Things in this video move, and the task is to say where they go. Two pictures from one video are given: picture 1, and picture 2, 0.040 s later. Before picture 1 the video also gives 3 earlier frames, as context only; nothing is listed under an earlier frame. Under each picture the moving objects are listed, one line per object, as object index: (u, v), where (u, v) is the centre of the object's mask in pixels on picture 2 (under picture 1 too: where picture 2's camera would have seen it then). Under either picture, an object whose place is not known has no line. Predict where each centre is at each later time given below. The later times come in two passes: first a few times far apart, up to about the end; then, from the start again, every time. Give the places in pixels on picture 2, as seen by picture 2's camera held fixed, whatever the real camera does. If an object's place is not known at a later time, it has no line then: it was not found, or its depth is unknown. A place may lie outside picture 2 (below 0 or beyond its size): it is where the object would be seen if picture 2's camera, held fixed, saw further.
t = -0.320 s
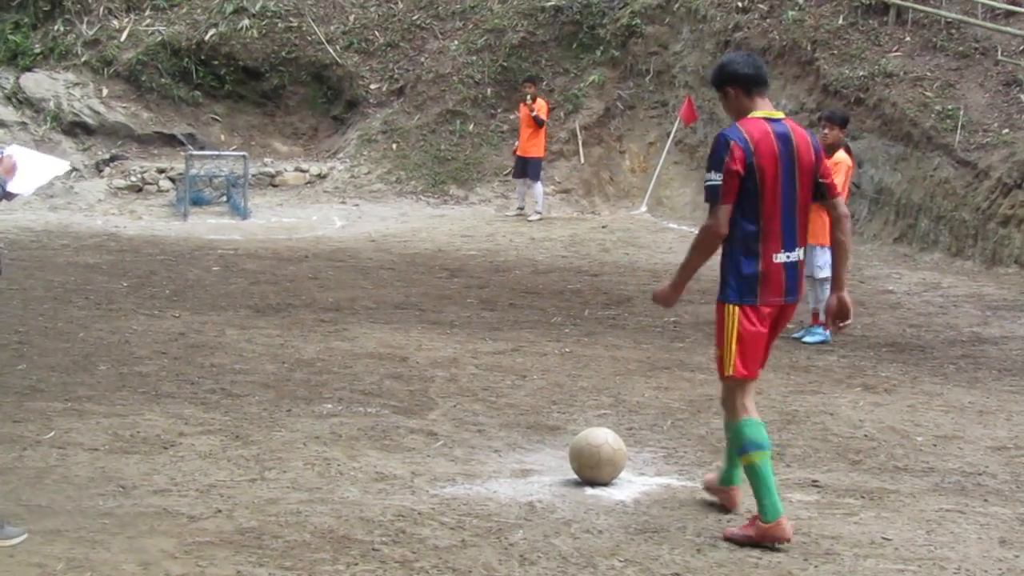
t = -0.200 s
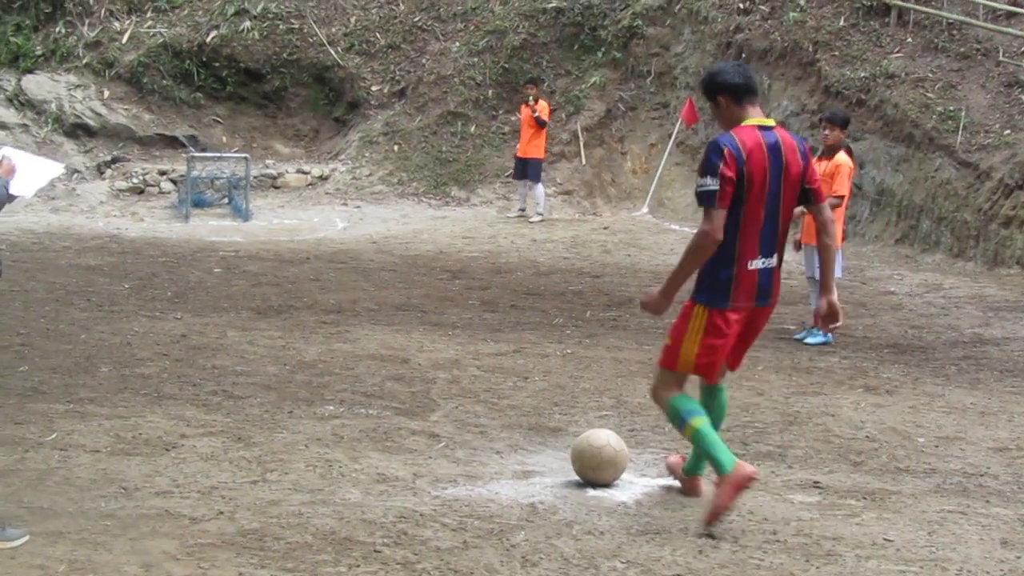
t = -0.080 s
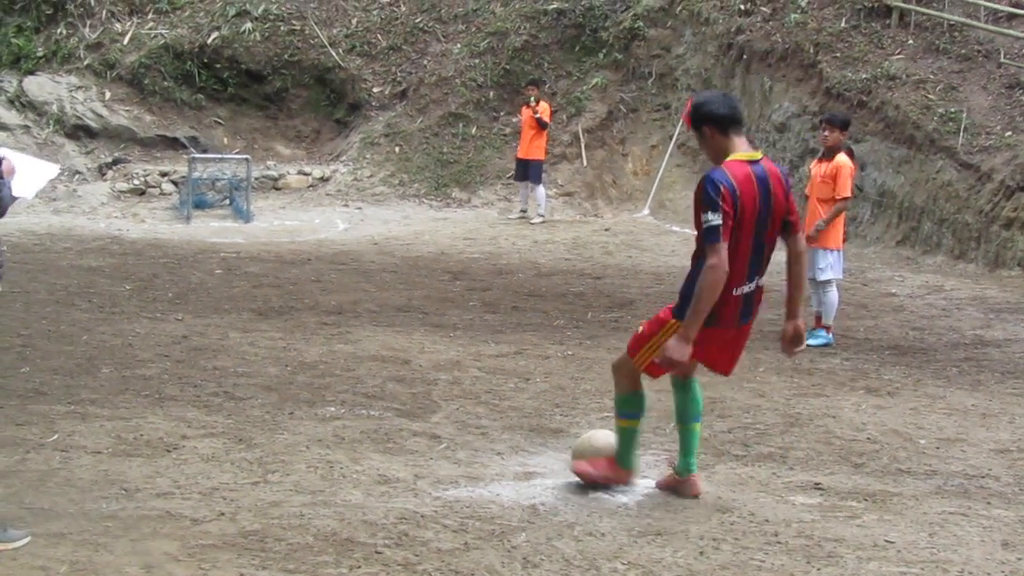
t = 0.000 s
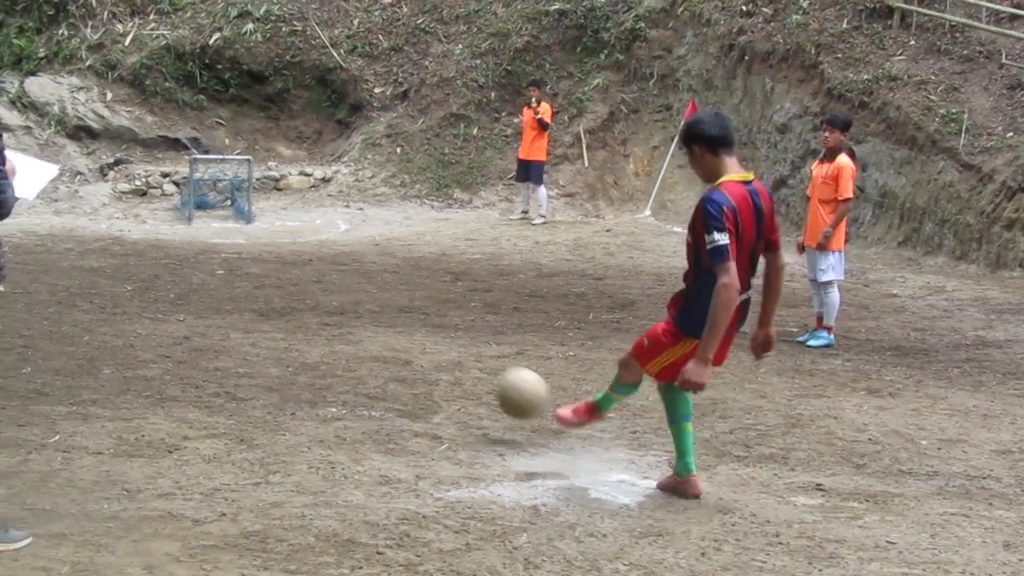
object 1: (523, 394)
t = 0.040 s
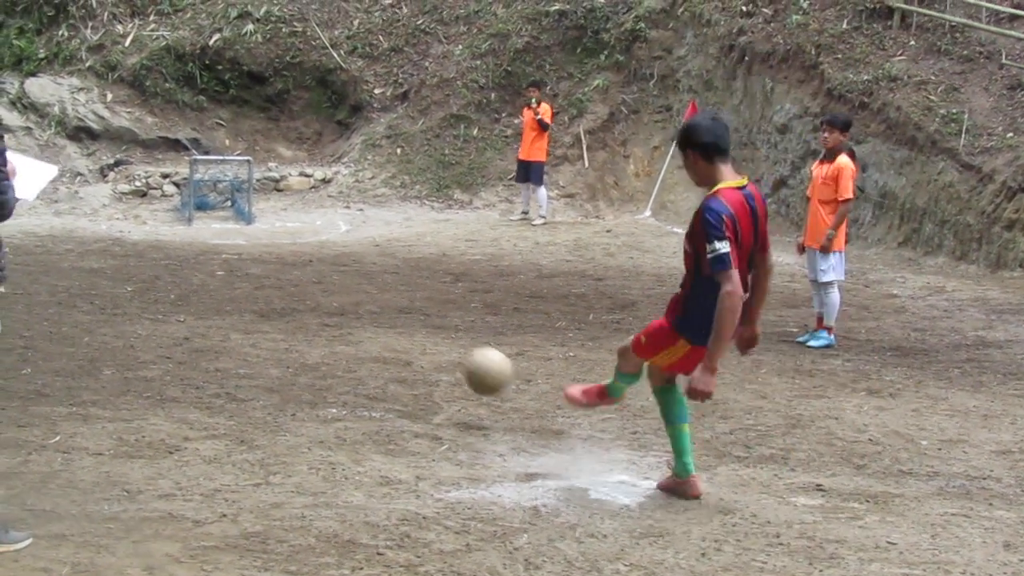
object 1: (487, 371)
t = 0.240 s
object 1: (368, 330)
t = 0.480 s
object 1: (301, 296)
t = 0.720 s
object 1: (270, 267)
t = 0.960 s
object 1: (250, 252)
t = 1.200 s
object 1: (235, 241)
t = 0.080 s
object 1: (457, 355)
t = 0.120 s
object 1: (431, 343)
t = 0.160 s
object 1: (408, 336)
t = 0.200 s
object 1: (387, 331)
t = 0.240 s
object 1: (368, 330)
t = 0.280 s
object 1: (351, 330)
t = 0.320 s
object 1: (339, 322)
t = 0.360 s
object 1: (327, 317)
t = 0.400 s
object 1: (318, 307)
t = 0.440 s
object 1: (309, 300)
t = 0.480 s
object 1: (301, 296)
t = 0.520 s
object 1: (294, 292)
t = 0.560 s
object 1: (287, 286)
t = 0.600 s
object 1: (282, 284)
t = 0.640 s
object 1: (278, 276)
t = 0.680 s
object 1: (273, 270)
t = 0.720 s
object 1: (270, 267)
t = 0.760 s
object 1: (266, 266)
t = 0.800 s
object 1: (262, 266)
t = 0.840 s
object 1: (259, 262)
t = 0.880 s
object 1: (256, 256)
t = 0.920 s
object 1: (253, 253)
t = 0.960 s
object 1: (250, 252)
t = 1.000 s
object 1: (247, 252)
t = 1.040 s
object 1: (245, 250)
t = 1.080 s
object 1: (242, 248)
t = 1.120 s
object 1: (240, 244)
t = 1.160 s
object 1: (237, 242)
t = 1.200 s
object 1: (235, 241)
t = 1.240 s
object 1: (233, 238)
